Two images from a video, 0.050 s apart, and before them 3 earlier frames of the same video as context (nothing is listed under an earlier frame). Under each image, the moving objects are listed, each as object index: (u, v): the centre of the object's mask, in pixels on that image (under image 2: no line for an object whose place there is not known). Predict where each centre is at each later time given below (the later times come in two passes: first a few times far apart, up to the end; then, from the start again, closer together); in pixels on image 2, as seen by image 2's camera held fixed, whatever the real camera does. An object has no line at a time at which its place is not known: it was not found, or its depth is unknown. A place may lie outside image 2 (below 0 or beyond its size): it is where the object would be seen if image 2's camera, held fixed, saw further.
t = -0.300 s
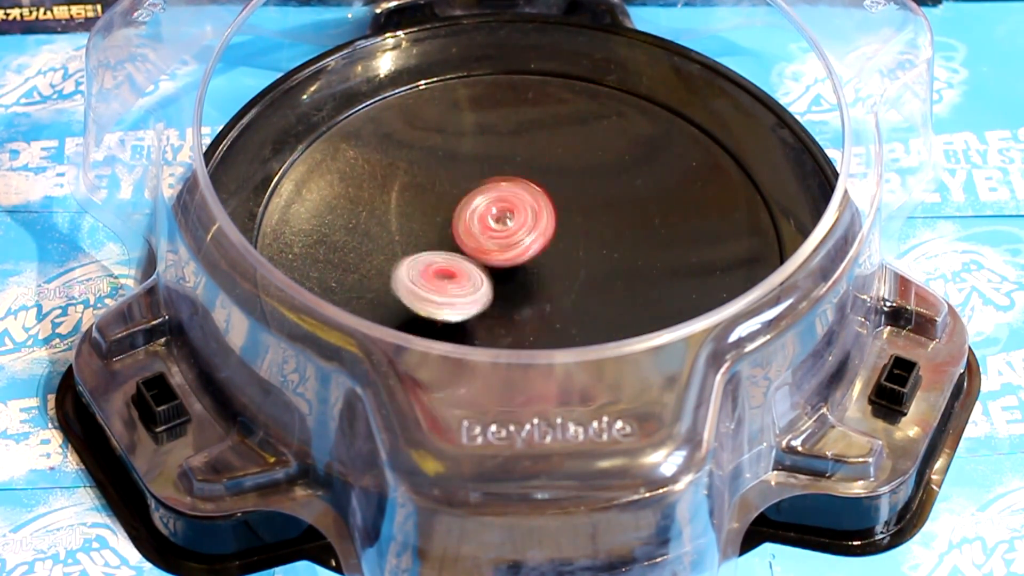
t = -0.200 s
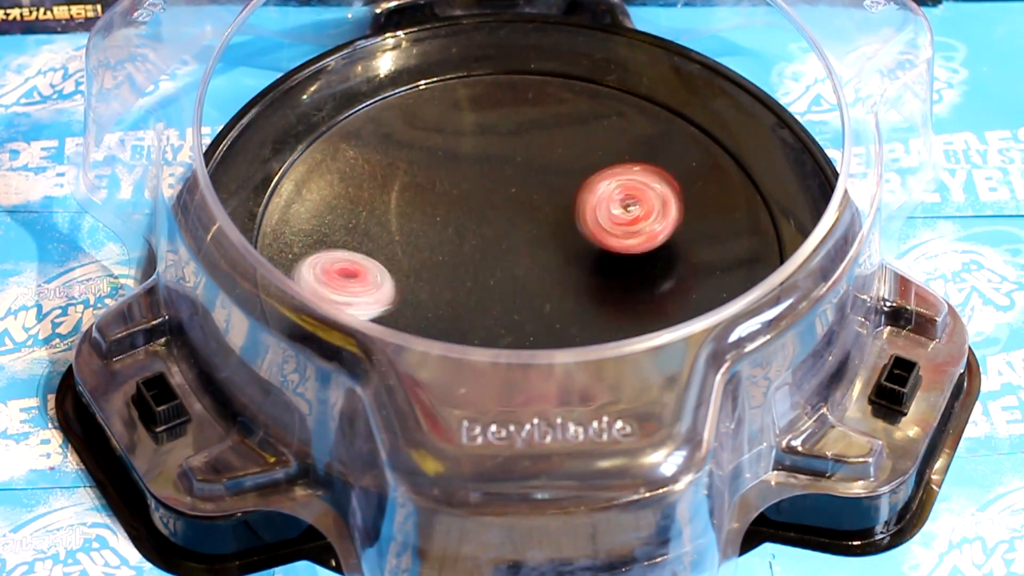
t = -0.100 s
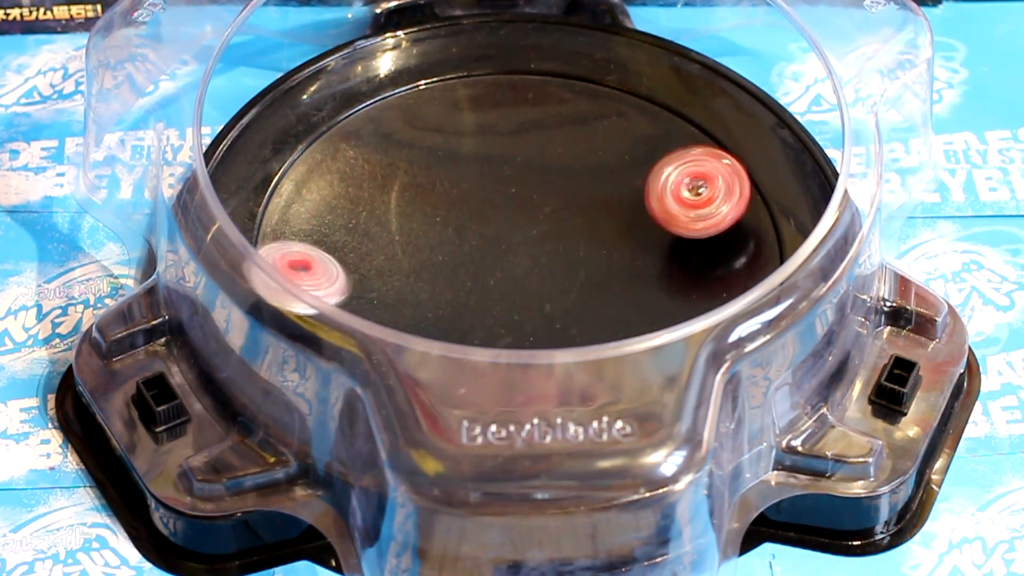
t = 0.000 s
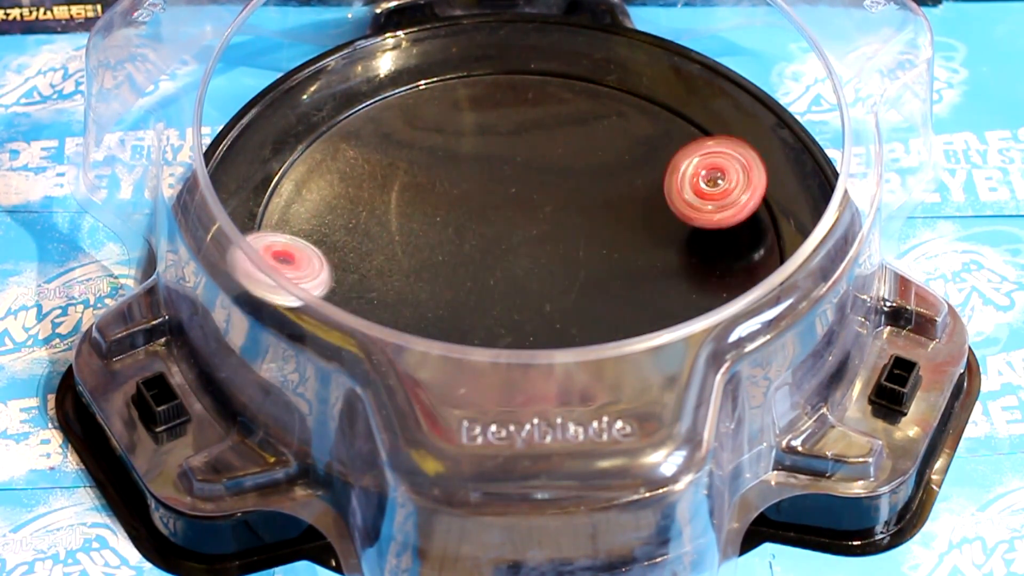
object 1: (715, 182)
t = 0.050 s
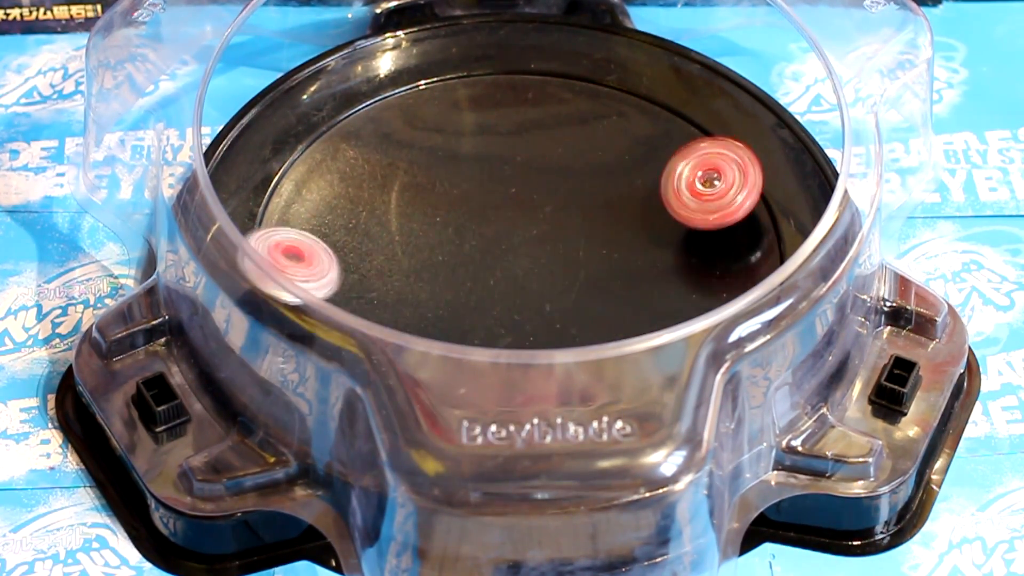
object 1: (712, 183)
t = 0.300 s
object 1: (639, 220)
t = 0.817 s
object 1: (536, 330)
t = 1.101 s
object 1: (496, 310)
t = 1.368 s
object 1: (428, 234)
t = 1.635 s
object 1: (432, 198)
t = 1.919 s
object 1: (508, 177)
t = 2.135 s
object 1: (574, 177)
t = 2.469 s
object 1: (624, 222)
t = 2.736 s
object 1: (617, 278)
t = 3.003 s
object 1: (563, 313)
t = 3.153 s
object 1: (528, 313)
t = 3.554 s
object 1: (440, 248)
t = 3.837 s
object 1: (453, 207)
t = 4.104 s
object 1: (523, 181)
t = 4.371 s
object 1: (585, 195)
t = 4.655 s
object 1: (621, 241)
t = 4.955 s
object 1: (582, 293)
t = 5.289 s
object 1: (499, 301)
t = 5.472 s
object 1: (467, 274)
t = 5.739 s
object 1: (456, 220)
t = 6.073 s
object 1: (521, 187)
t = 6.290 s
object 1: (574, 200)
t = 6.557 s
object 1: (609, 244)
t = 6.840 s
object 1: (583, 289)
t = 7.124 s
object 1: (512, 293)
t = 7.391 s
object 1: (459, 251)
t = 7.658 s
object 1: (470, 213)
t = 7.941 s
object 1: (541, 198)
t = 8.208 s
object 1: (599, 226)
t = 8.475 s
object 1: (595, 266)
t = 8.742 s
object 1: (533, 288)
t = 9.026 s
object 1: (470, 262)
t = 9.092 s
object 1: (464, 251)
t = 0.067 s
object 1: (709, 185)
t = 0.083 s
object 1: (705, 186)
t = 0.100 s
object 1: (703, 187)
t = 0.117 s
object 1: (698, 189)
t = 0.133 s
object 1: (693, 191)
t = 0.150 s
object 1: (690, 193)
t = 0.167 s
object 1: (684, 195)
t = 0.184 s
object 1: (679, 198)
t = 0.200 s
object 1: (673, 201)
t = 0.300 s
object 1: (639, 220)
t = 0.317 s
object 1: (636, 223)
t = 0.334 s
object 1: (630, 228)
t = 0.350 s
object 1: (626, 233)
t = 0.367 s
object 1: (622, 239)
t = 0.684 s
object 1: (553, 328)
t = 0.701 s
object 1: (552, 329)
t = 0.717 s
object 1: (548, 337)
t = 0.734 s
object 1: (546, 337)
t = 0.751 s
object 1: (544, 337)
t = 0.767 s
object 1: (541, 338)
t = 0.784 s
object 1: (540, 338)
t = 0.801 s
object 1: (539, 331)
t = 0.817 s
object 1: (536, 330)
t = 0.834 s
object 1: (534, 330)
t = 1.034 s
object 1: (509, 318)
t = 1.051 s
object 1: (507, 317)
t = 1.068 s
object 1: (502, 314)
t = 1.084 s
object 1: (499, 312)
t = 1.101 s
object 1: (496, 310)
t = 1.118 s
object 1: (491, 306)
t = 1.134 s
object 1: (486, 302)
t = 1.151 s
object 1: (483, 298)
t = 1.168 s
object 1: (477, 294)
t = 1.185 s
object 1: (473, 289)
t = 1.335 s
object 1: (435, 243)
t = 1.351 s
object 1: (432, 238)
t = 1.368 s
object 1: (428, 234)
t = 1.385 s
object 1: (426, 230)
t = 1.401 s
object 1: (423, 226)
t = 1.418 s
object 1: (422, 222)
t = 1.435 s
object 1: (421, 219)
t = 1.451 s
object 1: (420, 216)
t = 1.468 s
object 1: (420, 213)
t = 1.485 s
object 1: (420, 211)
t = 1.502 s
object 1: (420, 208)
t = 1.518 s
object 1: (421, 207)
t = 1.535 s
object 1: (423, 205)
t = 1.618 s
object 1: (430, 200)
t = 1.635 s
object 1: (432, 198)
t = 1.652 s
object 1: (434, 197)
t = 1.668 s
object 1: (437, 197)
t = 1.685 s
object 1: (439, 196)
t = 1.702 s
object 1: (443, 195)
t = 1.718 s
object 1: (447, 194)
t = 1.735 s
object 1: (449, 193)
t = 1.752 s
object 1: (454, 191)
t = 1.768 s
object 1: (459, 190)
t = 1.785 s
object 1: (463, 189)
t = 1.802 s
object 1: (467, 188)
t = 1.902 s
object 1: (503, 178)
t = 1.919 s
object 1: (508, 177)
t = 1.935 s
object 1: (514, 176)
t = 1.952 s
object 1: (521, 174)
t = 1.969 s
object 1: (526, 174)
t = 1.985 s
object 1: (531, 174)
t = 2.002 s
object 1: (536, 173)
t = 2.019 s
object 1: (541, 174)
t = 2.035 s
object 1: (547, 174)
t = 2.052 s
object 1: (551, 174)
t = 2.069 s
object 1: (556, 175)
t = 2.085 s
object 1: (562, 174)
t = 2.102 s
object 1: (566, 176)
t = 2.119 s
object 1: (570, 177)
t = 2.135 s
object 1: (574, 177)
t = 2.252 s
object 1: (598, 188)
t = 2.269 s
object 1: (600, 189)
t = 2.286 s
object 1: (603, 192)
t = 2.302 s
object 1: (606, 193)
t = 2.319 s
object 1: (608, 196)
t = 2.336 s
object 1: (610, 199)
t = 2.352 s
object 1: (612, 200)
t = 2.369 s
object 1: (614, 203)
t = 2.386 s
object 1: (617, 206)
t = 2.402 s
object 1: (618, 209)
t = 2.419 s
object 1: (619, 213)
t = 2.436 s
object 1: (622, 215)
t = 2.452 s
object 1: (623, 218)
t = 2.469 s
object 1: (624, 222)
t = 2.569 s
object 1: (627, 242)
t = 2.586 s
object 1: (627, 246)
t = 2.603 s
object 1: (628, 250)
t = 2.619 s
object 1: (627, 254)
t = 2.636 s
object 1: (626, 258)
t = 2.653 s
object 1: (625, 261)
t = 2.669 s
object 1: (623, 265)
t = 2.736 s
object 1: (617, 278)
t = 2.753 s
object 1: (614, 282)
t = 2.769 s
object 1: (612, 285)
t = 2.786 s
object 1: (609, 288)
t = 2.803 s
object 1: (606, 291)
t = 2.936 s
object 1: (579, 309)
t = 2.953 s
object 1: (574, 311)
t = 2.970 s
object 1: (571, 312)
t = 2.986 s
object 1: (567, 312)
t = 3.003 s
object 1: (563, 313)
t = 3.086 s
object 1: (544, 315)
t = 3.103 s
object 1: (541, 314)
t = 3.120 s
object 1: (536, 315)
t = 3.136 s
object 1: (533, 314)
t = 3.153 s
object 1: (528, 313)
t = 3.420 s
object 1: (464, 279)
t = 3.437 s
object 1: (460, 275)
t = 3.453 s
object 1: (456, 272)
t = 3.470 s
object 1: (453, 268)
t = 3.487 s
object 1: (450, 264)
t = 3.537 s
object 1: (443, 252)
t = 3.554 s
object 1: (440, 248)
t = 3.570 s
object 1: (439, 245)
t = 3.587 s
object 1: (437, 242)
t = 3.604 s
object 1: (436, 238)
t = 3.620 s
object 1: (436, 235)
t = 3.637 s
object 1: (436, 232)
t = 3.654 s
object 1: (436, 229)
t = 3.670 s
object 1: (436, 227)
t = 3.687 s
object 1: (437, 225)
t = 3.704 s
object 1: (437, 223)
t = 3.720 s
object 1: (438, 221)
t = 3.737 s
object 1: (439, 218)
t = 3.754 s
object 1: (441, 216)
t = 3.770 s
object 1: (444, 214)
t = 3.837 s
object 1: (453, 207)
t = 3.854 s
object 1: (455, 205)
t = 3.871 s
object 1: (458, 203)
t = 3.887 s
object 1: (462, 201)
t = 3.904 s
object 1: (466, 199)
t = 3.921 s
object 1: (471, 196)
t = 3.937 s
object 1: (475, 195)
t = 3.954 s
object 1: (479, 194)
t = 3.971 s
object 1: (483, 192)
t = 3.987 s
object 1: (488, 190)
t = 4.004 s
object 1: (492, 188)
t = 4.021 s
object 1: (497, 187)
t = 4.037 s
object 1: (502, 184)
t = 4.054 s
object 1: (507, 184)
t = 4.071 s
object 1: (513, 182)
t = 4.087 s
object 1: (517, 182)
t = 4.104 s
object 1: (523, 181)
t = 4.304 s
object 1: (571, 188)
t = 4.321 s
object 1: (576, 190)
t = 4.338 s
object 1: (579, 192)
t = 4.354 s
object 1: (582, 194)
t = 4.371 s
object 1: (585, 195)
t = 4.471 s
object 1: (606, 210)
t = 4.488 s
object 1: (608, 213)
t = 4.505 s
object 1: (611, 215)
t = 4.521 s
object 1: (613, 219)
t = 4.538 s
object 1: (615, 221)
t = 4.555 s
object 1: (616, 224)
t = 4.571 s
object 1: (618, 227)
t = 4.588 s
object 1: (618, 230)
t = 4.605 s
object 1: (620, 233)
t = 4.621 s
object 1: (620, 235)
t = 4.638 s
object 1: (620, 239)
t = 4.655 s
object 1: (621, 241)
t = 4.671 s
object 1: (620, 244)
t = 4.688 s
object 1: (621, 247)
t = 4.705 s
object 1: (619, 251)
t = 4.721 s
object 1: (619, 253)
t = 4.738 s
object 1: (618, 257)
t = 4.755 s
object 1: (617, 260)
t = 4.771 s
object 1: (615, 263)
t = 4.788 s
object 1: (614, 266)
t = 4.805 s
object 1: (611, 269)
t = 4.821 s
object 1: (610, 272)
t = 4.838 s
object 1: (606, 275)
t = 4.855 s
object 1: (604, 278)
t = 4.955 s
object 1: (582, 293)
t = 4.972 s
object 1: (578, 295)
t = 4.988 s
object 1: (574, 298)
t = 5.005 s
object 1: (570, 299)
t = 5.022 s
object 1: (565, 301)
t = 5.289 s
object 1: (499, 301)
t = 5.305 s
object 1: (496, 300)
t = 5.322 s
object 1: (492, 298)
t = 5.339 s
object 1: (490, 296)
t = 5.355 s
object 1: (486, 294)
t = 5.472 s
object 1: (467, 274)
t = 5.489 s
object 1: (464, 270)
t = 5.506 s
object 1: (462, 267)
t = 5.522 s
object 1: (460, 262)
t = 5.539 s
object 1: (458, 259)
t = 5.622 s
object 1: (452, 240)
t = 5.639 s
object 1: (452, 237)
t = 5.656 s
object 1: (451, 234)
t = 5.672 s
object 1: (452, 231)
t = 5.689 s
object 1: (452, 228)
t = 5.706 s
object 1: (454, 225)
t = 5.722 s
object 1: (454, 222)
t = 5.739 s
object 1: (456, 220)
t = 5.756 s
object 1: (457, 217)
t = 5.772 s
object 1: (459, 216)
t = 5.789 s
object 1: (461, 213)
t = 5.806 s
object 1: (464, 211)
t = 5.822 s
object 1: (465, 209)
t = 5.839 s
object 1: (469, 207)
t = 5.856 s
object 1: (471, 205)
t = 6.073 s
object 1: (521, 187)
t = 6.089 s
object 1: (524, 187)
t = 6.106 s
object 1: (529, 187)
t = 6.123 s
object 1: (532, 188)
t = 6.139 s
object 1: (537, 188)
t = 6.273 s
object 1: (569, 198)
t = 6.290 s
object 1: (574, 200)
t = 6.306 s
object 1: (577, 202)
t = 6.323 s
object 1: (581, 204)
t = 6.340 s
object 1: (584, 206)
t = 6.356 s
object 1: (588, 208)
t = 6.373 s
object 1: (589, 211)
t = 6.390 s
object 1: (593, 213)
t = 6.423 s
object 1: (597, 218)
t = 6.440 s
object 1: (599, 221)
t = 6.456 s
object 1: (601, 224)
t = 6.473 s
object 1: (603, 227)
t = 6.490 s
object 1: (605, 230)
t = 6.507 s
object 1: (606, 234)
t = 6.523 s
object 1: (608, 237)
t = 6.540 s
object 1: (608, 240)
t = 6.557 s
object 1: (609, 244)
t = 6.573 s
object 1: (610, 247)
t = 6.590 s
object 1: (610, 250)
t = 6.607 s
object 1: (611, 253)
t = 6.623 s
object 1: (610, 256)
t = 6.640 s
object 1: (610, 259)
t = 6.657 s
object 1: (608, 262)
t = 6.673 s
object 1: (608, 265)
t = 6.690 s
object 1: (606, 268)
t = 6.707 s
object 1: (605, 270)
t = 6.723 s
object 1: (602, 273)
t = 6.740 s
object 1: (600, 275)
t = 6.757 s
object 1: (597, 278)
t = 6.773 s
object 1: (594, 280)
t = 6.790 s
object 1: (592, 283)
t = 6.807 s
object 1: (589, 285)
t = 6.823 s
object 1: (586, 288)
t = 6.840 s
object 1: (583, 289)
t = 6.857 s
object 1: (580, 291)
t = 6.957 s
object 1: (556, 297)
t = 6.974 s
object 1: (551, 298)
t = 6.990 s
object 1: (547, 299)
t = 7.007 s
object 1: (543, 299)
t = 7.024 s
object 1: (539, 299)
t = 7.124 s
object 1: (512, 293)
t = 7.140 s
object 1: (508, 292)
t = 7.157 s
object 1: (503, 291)
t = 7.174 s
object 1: (499, 289)
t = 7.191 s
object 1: (496, 288)
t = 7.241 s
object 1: (484, 279)
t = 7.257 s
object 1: (481, 277)
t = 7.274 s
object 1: (477, 273)
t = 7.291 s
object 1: (474, 270)
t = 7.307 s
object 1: (470, 268)
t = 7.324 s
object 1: (467, 265)
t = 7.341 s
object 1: (465, 262)
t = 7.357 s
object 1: (462, 258)
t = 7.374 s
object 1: (461, 255)
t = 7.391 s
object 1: (459, 251)
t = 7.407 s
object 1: (458, 247)
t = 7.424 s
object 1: (456, 244)
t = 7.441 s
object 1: (454, 241)
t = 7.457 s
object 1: (454, 239)
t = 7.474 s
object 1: (453, 236)
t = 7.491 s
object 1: (455, 234)
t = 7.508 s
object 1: (455, 231)
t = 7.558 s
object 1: (458, 223)
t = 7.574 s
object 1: (459, 222)
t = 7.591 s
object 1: (459, 220)
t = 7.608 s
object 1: (462, 219)
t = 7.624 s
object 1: (464, 217)
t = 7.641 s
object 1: (467, 215)
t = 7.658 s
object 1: (470, 213)
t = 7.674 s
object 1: (473, 211)
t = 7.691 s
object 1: (476, 209)
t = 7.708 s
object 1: (479, 207)
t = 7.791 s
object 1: (500, 201)
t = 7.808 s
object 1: (504, 200)
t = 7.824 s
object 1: (508, 198)
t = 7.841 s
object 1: (512, 199)
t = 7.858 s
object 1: (516, 199)
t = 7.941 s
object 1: (541, 198)
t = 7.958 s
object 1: (545, 200)
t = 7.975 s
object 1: (550, 200)
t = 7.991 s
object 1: (556, 202)
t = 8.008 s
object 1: (560, 202)
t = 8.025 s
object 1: (565, 203)
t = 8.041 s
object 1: (568, 205)
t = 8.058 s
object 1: (572, 206)
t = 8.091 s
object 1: (580, 211)
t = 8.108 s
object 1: (584, 213)
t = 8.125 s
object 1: (587, 215)
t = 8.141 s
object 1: (590, 216)
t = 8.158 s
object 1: (592, 218)
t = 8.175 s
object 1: (595, 221)
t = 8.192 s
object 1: (597, 224)
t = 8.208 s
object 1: (599, 226)
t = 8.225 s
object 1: (603, 228)
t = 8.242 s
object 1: (603, 230)
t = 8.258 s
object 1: (605, 232)
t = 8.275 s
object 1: (605, 235)
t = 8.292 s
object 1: (606, 238)
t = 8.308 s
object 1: (607, 241)
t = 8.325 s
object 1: (607, 243)
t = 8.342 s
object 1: (607, 245)
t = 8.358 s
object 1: (606, 248)
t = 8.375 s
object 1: (605, 251)
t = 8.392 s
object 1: (604, 254)
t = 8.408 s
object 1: (603, 257)
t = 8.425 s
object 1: (602, 259)
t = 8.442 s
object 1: (600, 261)
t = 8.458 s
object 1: (598, 263)
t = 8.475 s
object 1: (595, 266)
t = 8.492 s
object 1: (592, 269)
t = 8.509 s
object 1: (591, 272)
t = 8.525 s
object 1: (587, 273)
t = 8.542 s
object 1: (584, 275)
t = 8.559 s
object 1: (580, 277)
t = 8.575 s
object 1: (576, 280)
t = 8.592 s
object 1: (572, 282)
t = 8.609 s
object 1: (569, 283)
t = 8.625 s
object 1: (566, 284)
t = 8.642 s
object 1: (561, 285)
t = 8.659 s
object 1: (555, 286)
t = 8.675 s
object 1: (551, 288)
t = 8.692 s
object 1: (547, 288)
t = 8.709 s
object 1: (543, 288)
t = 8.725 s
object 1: (538, 288)
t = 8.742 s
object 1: (533, 288)
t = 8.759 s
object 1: (528, 289)
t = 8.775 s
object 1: (523, 289)
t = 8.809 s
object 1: (515, 287)
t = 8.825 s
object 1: (510, 286)
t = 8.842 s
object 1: (505, 286)
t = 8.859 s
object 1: (502, 285)
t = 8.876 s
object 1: (499, 283)
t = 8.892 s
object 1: (494, 281)
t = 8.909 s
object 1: (491, 278)
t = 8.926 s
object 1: (486, 277)
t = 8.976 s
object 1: (478, 269)
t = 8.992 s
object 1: (475, 267)
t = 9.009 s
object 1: (471, 265)
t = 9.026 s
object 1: (470, 262)
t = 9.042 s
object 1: (469, 259)
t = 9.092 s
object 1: (464, 251)
